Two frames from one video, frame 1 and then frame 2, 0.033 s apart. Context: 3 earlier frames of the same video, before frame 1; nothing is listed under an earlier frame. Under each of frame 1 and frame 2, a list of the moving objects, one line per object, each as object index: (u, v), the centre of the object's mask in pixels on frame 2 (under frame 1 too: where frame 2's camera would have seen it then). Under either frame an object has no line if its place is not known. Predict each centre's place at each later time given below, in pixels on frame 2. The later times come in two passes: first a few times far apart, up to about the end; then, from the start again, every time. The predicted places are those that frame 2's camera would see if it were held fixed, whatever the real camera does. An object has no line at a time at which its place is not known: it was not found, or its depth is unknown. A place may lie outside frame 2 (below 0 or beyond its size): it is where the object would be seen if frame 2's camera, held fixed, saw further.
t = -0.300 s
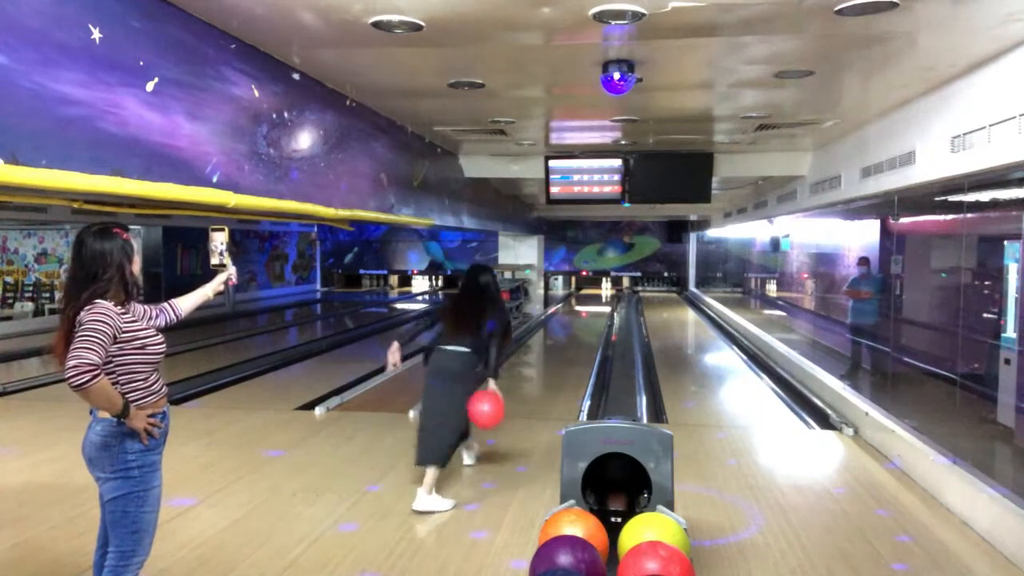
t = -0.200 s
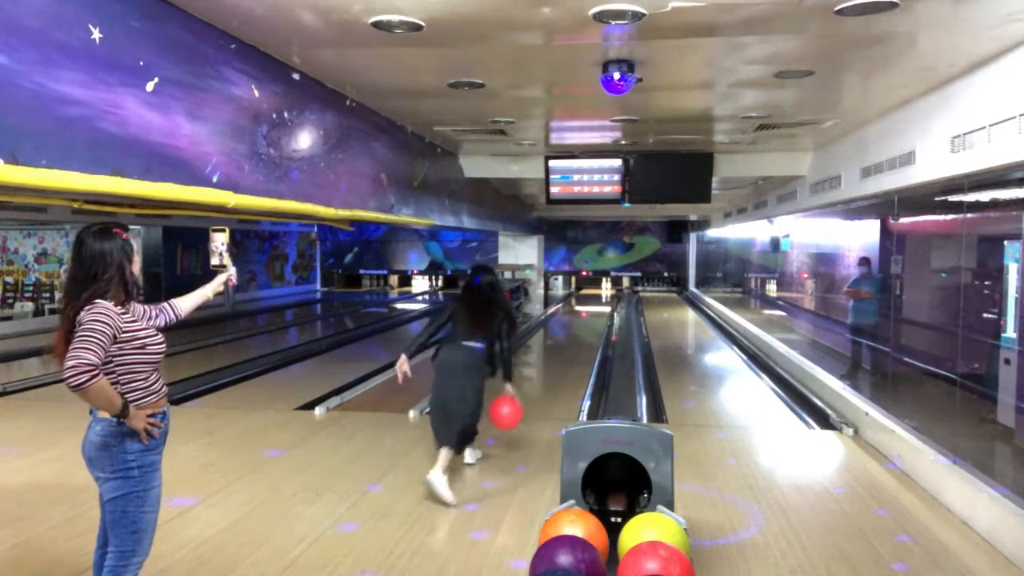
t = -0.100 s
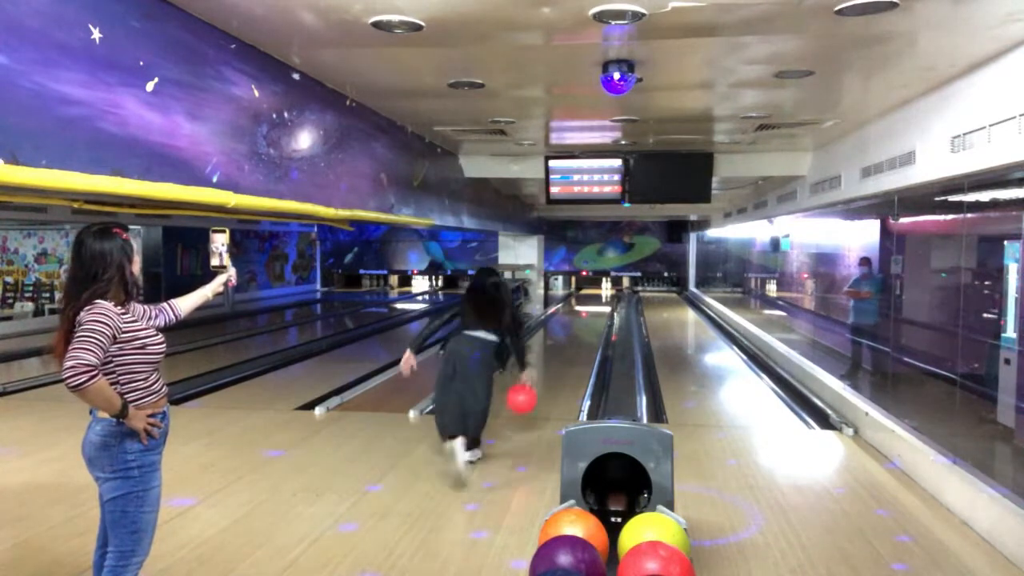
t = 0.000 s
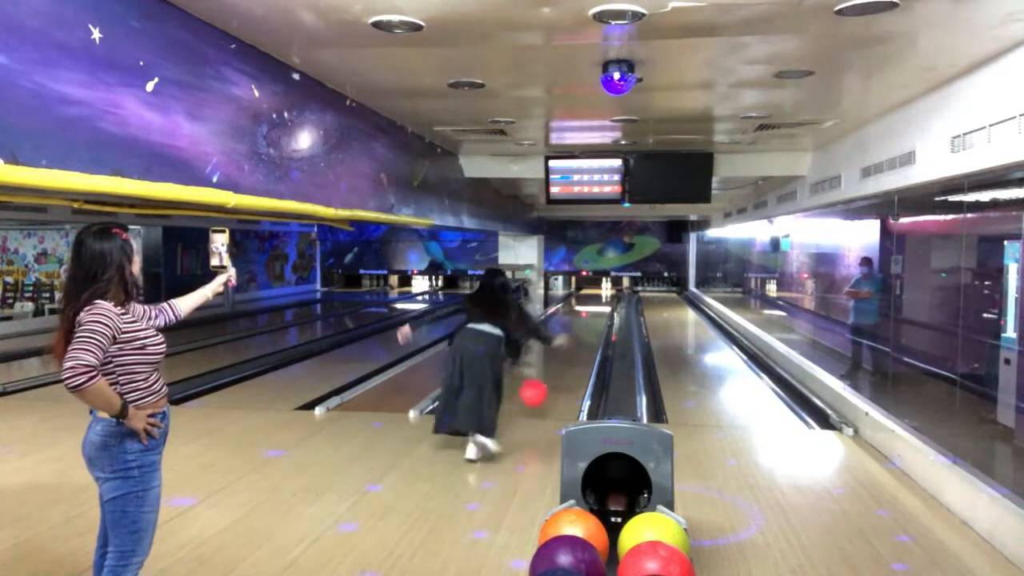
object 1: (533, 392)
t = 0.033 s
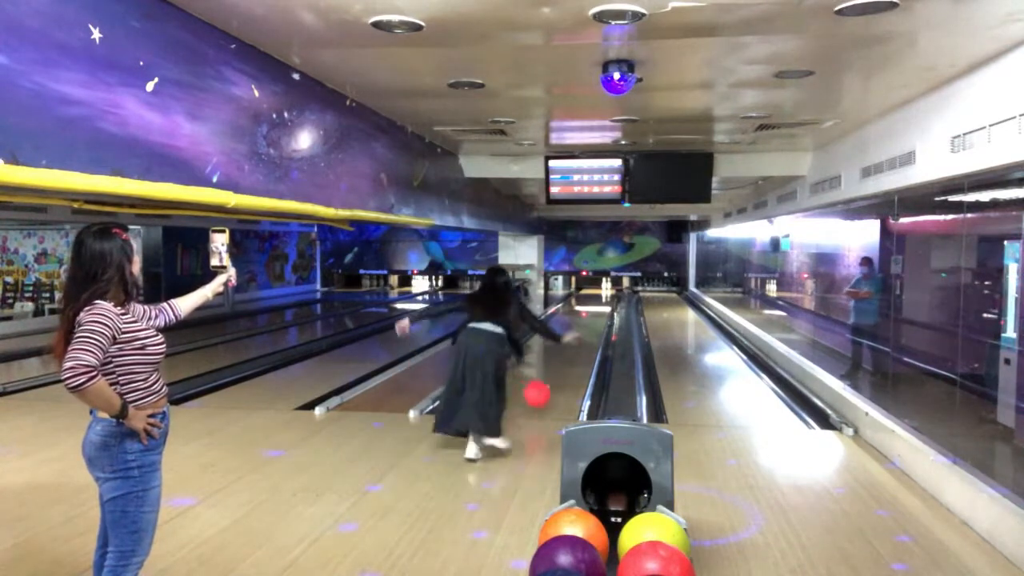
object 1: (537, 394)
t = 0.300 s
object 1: (559, 376)
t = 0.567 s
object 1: (573, 355)
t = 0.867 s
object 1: (584, 338)
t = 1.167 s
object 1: (593, 327)
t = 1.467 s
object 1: (599, 317)
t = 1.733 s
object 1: (604, 311)
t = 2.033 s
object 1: (608, 305)
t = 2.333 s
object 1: (610, 301)
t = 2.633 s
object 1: (610, 300)
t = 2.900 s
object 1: (612, 296)
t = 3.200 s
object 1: (615, 293)
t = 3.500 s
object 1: (616, 292)
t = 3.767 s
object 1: (617, 290)
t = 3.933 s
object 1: (618, 290)
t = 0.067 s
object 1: (540, 396)
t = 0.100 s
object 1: (543, 396)
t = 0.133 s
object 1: (546, 392)
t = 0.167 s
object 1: (549, 389)
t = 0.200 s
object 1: (552, 386)
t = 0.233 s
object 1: (554, 382)
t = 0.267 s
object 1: (557, 379)
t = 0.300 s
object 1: (559, 376)
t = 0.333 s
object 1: (561, 372)
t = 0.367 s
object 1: (563, 369)
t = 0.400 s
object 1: (565, 366)
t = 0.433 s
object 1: (567, 364)
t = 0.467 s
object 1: (568, 361)
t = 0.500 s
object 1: (571, 359)
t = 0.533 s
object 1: (572, 357)
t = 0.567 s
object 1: (573, 355)
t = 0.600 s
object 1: (575, 353)
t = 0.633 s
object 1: (576, 351)
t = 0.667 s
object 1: (578, 349)
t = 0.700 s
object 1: (579, 347)
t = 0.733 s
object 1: (580, 345)
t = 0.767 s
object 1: (581, 343)
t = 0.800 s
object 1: (583, 341)
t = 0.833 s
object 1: (584, 340)
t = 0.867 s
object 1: (584, 338)
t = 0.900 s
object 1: (585, 337)
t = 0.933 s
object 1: (586, 335)
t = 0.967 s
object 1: (587, 334)
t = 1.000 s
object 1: (589, 332)
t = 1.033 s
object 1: (590, 331)
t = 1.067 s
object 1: (591, 330)
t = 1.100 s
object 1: (591, 330)
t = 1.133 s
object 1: (593, 327)
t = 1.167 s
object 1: (593, 327)
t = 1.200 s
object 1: (594, 326)
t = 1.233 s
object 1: (594, 325)
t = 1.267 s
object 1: (595, 324)
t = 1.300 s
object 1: (596, 322)
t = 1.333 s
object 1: (596, 321)
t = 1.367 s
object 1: (597, 320)
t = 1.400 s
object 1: (598, 319)
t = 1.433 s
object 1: (598, 317)
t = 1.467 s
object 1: (599, 317)
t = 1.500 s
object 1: (600, 316)
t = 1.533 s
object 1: (600, 316)
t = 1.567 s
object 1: (601, 315)
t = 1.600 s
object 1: (601, 315)
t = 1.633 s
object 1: (601, 314)
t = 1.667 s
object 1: (603, 312)
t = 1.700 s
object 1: (603, 312)
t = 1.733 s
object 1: (604, 311)
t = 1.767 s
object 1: (604, 311)
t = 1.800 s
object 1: (604, 310)
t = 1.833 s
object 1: (605, 310)
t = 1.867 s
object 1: (606, 309)
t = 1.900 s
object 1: (606, 309)
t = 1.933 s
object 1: (606, 307)
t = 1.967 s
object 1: (607, 306)
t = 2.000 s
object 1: (607, 306)
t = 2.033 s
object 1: (608, 305)
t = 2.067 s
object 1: (608, 305)
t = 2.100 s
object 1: (608, 304)
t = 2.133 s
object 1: (608, 303)
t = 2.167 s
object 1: (608, 303)
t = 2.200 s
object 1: (609, 302)
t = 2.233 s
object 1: (609, 302)
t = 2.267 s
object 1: (609, 302)
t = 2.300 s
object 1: (609, 302)
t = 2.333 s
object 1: (610, 301)
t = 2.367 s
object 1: (610, 301)
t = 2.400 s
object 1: (610, 301)
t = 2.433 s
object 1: (610, 301)
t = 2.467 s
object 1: (610, 301)
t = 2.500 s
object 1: (610, 301)
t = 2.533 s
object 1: (610, 301)
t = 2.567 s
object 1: (610, 301)
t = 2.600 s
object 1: (610, 300)
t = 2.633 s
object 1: (610, 300)
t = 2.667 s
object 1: (611, 300)
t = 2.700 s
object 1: (611, 299)
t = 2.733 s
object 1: (611, 299)
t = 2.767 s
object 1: (612, 296)
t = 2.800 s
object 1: (612, 296)
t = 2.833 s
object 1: (612, 296)
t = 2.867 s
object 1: (612, 296)
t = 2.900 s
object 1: (612, 296)
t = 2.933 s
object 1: (613, 296)
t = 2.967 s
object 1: (613, 296)
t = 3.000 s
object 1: (613, 295)
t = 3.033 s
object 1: (613, 295)
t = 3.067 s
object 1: (614, 295)
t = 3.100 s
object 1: (615, 294)
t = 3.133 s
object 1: (615, 294)
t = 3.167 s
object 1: (615, 293)
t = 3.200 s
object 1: (615, 293)
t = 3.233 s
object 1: (615, 293)
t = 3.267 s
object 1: (616, 293)
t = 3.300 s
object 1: (616, 293)
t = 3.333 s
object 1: (616, 293)
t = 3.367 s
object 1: (616, 293)
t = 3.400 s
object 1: (616, 293)
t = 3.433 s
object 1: (616, 293)
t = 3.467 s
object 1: (616, 293)
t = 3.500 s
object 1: (616, 292)
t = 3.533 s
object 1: (616, 292)
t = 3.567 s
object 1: (616, 292)
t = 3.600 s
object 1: (616, 292)
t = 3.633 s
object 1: (616, 291)
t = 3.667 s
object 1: (617, 291)
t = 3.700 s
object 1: (617, 291)
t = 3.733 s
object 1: (617, 290)
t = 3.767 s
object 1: (617, 290)
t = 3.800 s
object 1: (617, 290)
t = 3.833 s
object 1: (617, 289)
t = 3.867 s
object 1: (617, 289)
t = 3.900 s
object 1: (617, 290)
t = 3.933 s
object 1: (618, 290)
